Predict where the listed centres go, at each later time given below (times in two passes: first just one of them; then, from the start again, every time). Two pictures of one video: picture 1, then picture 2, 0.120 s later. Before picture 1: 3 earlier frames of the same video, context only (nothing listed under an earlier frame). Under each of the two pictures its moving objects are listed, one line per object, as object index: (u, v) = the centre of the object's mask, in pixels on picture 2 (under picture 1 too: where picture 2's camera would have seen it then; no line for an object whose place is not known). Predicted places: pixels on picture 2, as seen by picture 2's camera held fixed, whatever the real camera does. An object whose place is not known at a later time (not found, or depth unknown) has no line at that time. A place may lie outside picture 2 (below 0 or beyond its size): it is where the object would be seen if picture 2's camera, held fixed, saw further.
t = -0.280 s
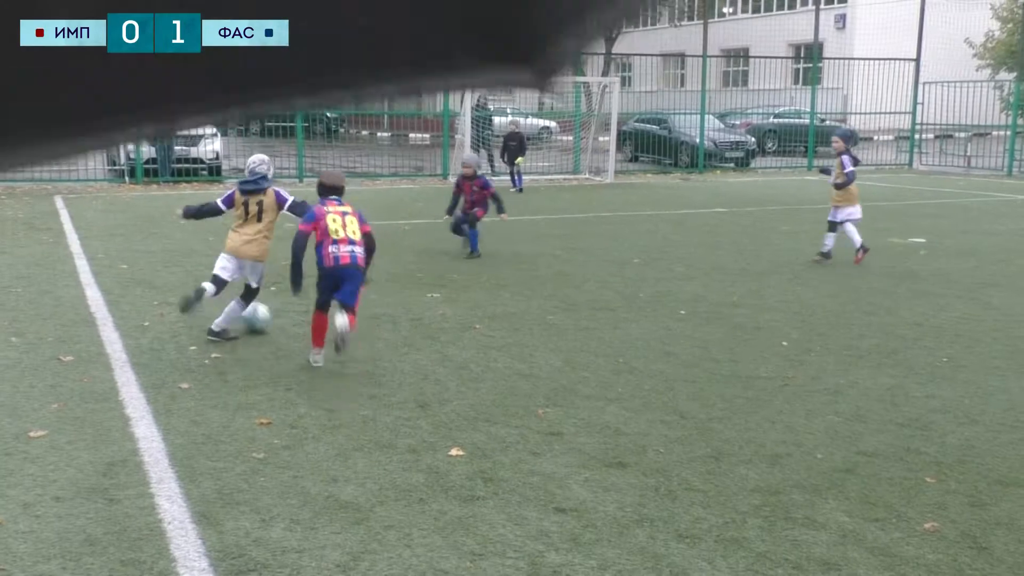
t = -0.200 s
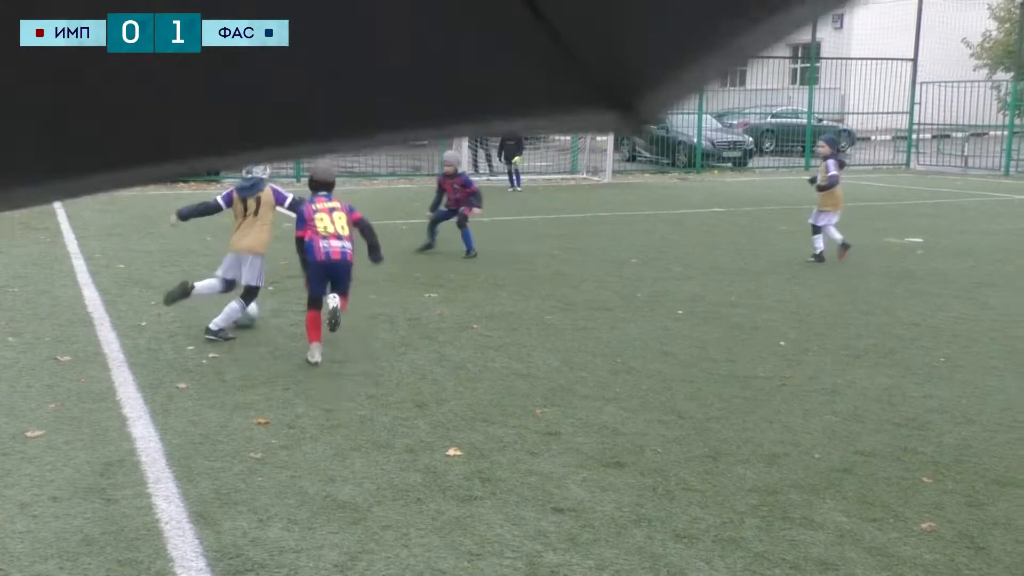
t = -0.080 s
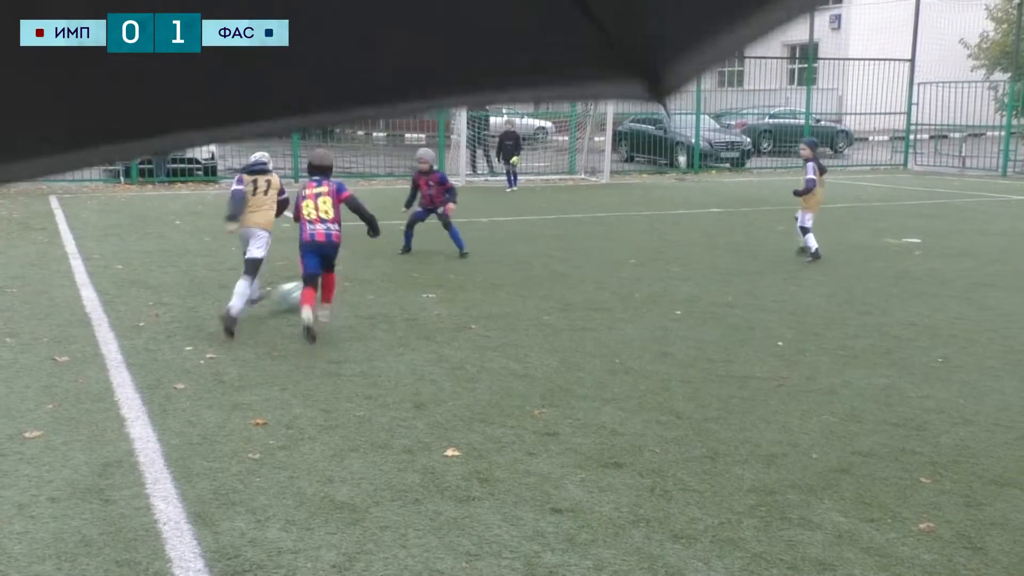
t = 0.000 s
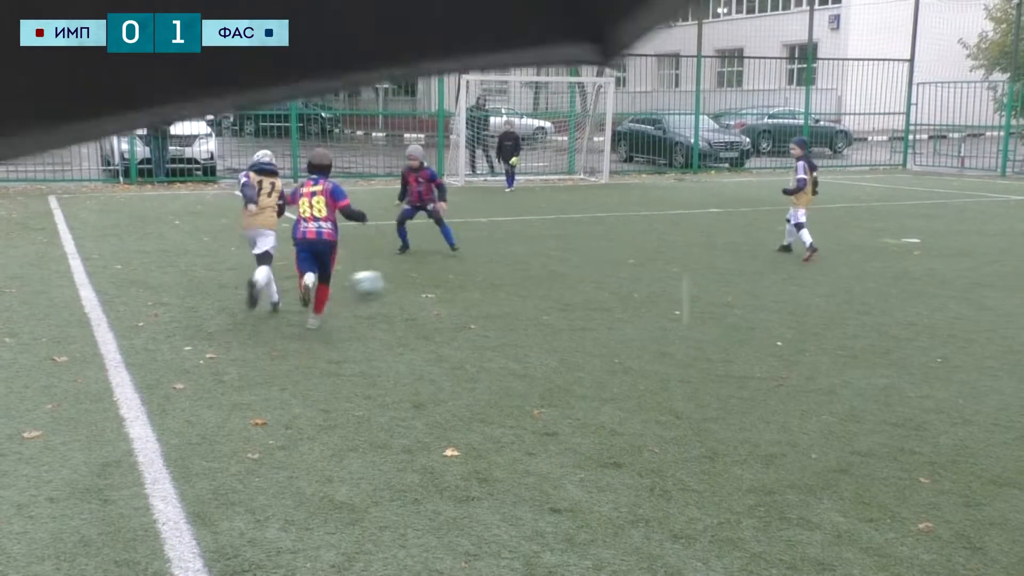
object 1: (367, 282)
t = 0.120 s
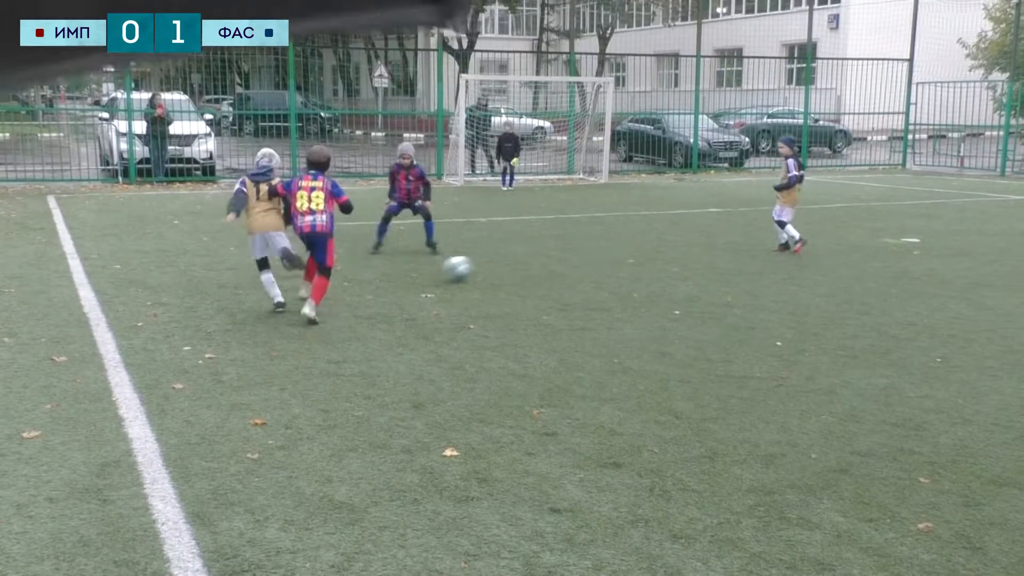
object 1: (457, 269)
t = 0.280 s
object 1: (553, 255)
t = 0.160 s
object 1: (484, 264)
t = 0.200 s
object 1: (510, 262)
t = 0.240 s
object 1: (532, 259)
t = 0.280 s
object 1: (553, 255)
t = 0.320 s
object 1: (573, 252)
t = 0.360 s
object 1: (591, 250)
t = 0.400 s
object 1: (609, 247)
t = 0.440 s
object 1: (624, 245)
